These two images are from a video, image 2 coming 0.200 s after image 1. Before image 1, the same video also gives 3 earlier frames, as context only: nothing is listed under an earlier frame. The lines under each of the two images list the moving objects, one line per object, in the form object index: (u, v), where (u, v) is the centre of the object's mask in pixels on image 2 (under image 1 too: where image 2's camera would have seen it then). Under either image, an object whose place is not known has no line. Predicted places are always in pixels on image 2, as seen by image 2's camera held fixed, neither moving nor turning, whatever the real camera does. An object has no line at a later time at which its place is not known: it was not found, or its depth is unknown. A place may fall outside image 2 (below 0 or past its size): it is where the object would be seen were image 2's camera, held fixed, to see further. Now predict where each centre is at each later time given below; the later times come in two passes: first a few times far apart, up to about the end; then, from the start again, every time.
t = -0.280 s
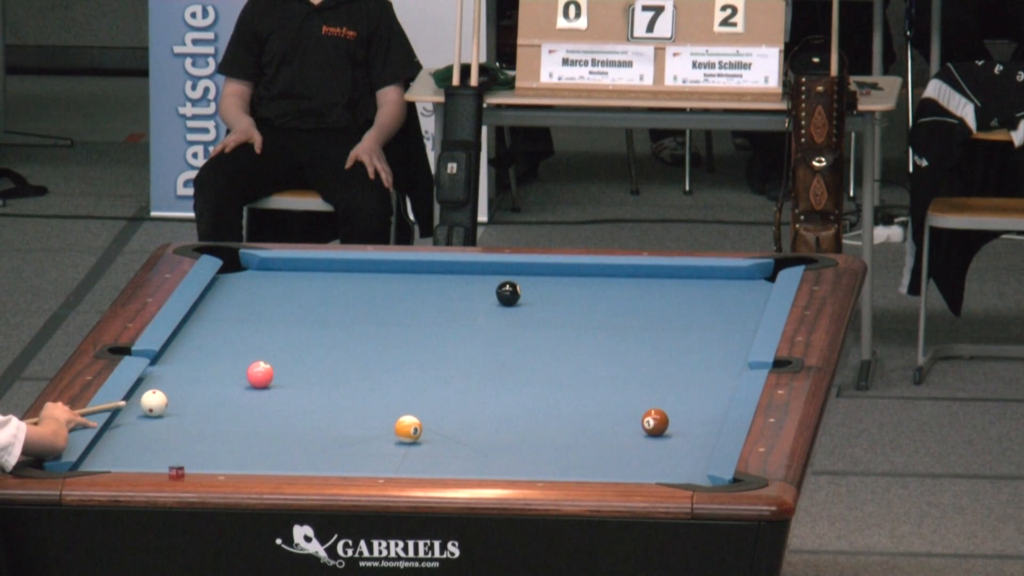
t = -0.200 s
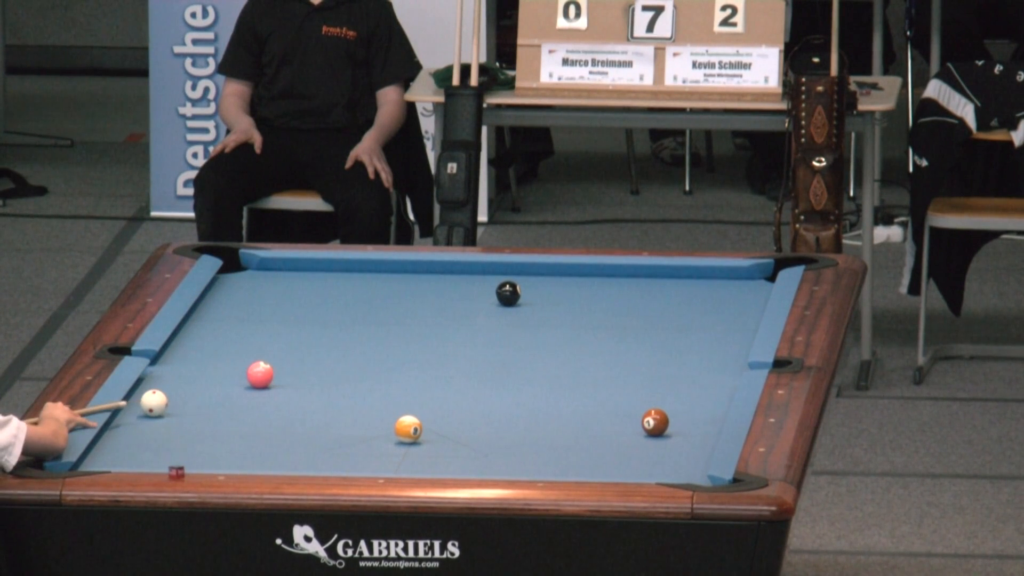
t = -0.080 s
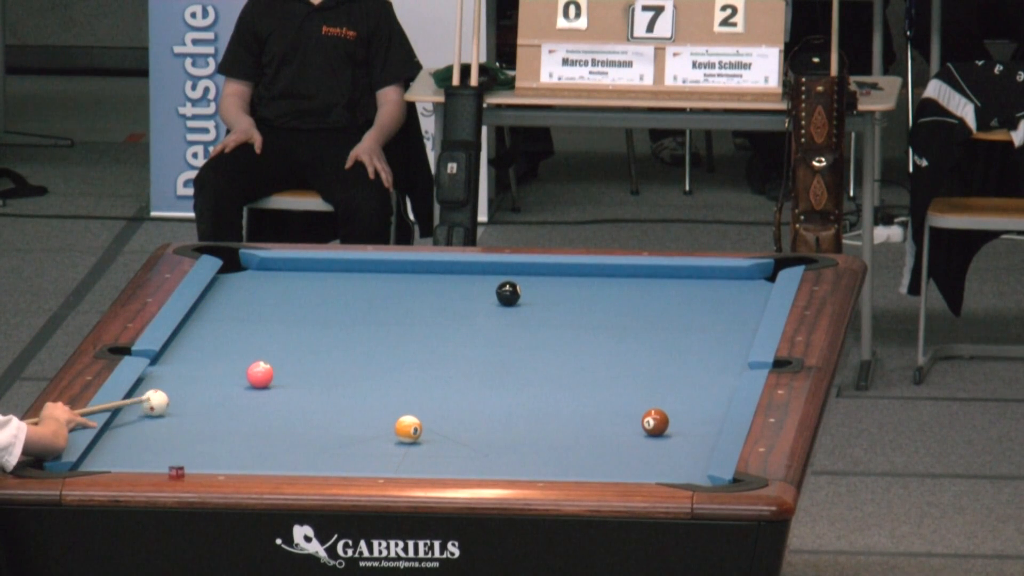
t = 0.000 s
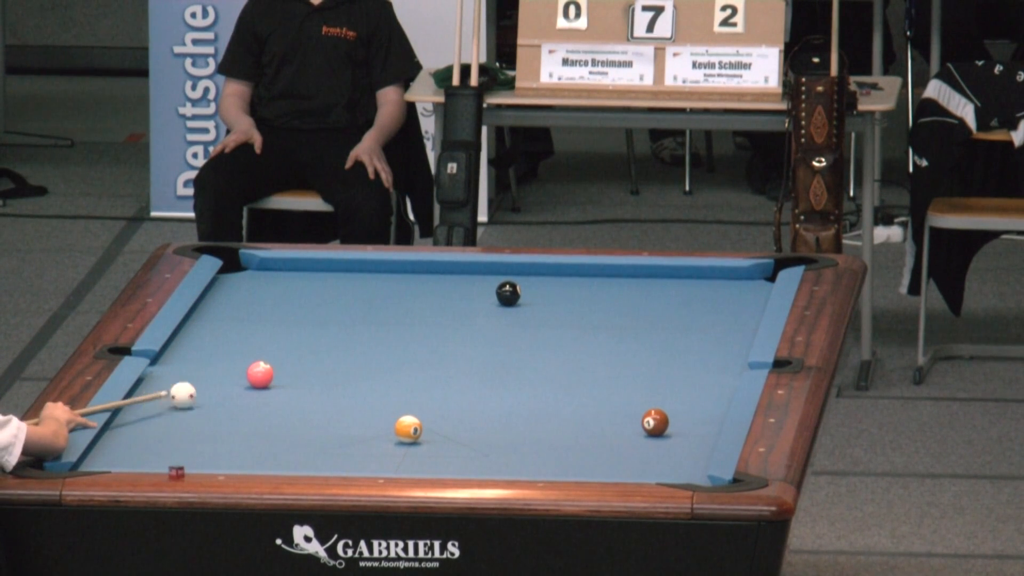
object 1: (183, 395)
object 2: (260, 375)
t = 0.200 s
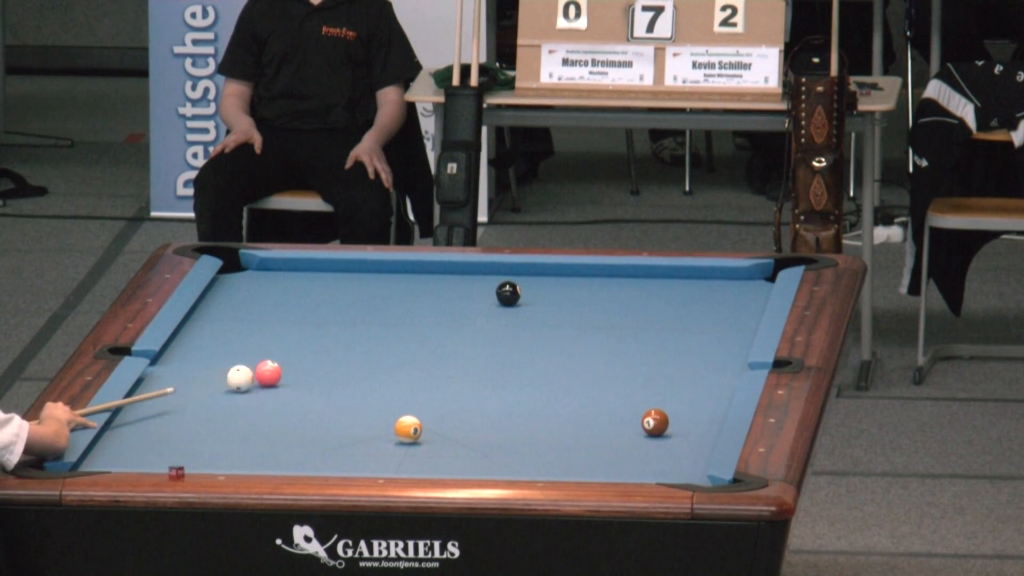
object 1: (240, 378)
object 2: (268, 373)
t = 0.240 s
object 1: (238, 377)
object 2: (282, 370)
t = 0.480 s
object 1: (242, 371)
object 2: (345, 357)
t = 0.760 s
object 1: (247, 364)
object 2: (410, 344)
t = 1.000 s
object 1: (251, 358)
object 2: (463, 333)
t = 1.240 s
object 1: (255, 352)
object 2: (513, 323)
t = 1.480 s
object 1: (258, 347)
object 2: (560, 313)
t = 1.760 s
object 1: (262, 342)
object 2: (613, 302)
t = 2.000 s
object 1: (265, 338)
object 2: (657, 294)
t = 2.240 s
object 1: (267, 335)
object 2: (698, 285)
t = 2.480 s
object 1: (269, 332)
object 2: (737, 278)
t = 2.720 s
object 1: (270, 329)
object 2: (772, 269)
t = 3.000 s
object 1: (271, 327)
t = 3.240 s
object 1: (271, 325)
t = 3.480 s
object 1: (271, 324)
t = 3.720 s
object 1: (272, 323)
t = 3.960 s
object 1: (271, 323)
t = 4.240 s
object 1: (271, 323)
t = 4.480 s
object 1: (271, 323)
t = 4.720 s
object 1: (271, 323)
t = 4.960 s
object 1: (271, 323)
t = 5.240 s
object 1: (271, 323)
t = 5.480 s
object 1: (271, 323)
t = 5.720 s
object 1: (271, 323)
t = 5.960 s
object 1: (271, 323)
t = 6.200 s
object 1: (271, 323)
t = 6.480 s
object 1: (271, 323)
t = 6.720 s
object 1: (271, 323)
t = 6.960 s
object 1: (271, 324)
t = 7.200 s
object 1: (271, 323)
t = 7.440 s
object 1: (271, 323)
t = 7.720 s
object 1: (271, 323)
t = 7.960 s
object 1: (271, 323)
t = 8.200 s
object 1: (271, 323)
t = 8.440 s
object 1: (271, 324)
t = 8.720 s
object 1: (271, 323)
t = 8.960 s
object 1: (271, 324)
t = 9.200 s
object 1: (271, 323)
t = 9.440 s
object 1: (271, 323)
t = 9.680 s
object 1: (271, 324)
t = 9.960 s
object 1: (271, 323)
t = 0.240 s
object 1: (238, 377)
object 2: (282, 370)
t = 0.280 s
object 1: (238, 377)
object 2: (295, 368)
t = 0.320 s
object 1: (239, 375)
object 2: (306, 365)
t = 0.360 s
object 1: (239, 374)
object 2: (316, 363)
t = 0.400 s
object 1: (240, 373)
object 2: (326, 361)
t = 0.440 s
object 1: (241, 372)
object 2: (336, 359)
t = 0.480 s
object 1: (242, 371)
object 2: (345, 357)
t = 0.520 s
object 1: (243, 370)
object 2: (355, 356)
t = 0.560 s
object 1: (244, 369)
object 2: (364, 354)
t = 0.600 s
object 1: (245, 368)
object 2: (374, 352)
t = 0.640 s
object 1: (246, 367)
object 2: (383, 350)
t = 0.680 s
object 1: (246, 366)
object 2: (392, 348)
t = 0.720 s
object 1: (247, 365)
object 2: (401, 346)
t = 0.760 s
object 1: (247, 364)
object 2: (410, 344)
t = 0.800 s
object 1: (248, 362)
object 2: (419, 342)
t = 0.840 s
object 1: (249, 362)
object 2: (428, 341)
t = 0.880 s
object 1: (249, 361)
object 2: (436, 339)
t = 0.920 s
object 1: (250, 359)
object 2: (445, 337)
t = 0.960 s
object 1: (250, 359)
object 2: (454, 335)
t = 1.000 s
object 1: (251, 358)
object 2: (463, 333)
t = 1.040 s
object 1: (252, 357)
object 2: (471, 331)
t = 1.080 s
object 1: (252, 356)
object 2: (479, 330)
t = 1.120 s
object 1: (253, 355)
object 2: (487, 328)
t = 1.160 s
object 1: (254, 354)
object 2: (496, 327)
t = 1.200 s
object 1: (254, 353)
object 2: (504, 325)
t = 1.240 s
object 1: (255, 352)
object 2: (513, 323)
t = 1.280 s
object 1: (255, 352)
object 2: (521, 321)
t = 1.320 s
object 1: (256, 351)
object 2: (528, 320)
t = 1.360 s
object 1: (256, 349)
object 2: (537, 318)
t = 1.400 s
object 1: (257, 349)
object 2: (545, 317)
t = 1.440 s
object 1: (257, 347)
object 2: (552, 315)
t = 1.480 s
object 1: (258, 347)
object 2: (560, 313)
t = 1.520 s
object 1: (258, 347)
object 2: (568, 312)
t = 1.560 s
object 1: (259, 346)
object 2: (576, 310)
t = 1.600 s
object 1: (260, 345)
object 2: (583, 309)
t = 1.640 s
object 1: (260, 344)
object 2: (591, 307)
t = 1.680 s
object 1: (260, 343)
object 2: (598, 305)
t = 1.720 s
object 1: (261, 343)
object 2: (606, 304)
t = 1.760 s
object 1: (262, 342)
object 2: (613, 302)
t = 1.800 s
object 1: (262, 341)
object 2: (621, 301)
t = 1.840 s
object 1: (263, 341)
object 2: (628, 300)
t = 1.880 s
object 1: (263, 340)
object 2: (636, 298)
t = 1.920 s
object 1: (264, 340)
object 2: (643, 297)
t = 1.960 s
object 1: (264, 339)
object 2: (649, 295)
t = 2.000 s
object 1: (265, 338)
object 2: (657, 294)
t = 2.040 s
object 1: (265, 337)
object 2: (663, 293)
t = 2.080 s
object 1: (266, 337)
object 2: (671, 291)
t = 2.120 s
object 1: (266, 336)
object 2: (677, 290)
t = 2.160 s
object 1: (266, 336)
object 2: (684, 288)
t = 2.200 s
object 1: (267, 335)
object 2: (691, 287)
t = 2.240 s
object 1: (267, 335)
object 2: (698, 285)
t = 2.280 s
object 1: (267, 334)
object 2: (704, 284)
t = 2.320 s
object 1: (267, 333)
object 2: (711, 283)
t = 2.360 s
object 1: (268, 333)
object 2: (717, 282)
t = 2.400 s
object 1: (268, 333)
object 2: (724, 280)
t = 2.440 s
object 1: (268, 332)
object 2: (730, 279)
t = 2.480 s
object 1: (269, 332)
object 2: (737, 278)
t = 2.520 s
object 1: (269, 331)
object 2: (743, 276)
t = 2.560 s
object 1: (269, 331)
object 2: (749, 275)
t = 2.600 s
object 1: (269, 331)
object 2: (756, 273)
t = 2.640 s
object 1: (270, 330)
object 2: (762, 272)
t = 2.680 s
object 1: (270, 330)
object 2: (767, 271)
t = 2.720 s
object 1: (270, 329)
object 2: (772, 269)
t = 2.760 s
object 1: (270, 329)
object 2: (776, 272)
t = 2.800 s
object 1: (270, 329)
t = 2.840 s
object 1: (270, 328)
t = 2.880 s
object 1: (271, 328)
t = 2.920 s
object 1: (271, 327)
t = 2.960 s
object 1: (271, 327)
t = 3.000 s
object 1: (271, 327)
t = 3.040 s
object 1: (271, 326)
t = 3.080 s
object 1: (271, 326)
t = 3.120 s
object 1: (271, 326)
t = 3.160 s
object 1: (271, 326)
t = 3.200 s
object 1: (271, 326)
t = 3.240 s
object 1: (271, 325)
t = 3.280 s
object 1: (271, 325)
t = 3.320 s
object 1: (271, 325)
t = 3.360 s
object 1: (271, 325)
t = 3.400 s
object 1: (271, 324)
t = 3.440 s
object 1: (271, 324)
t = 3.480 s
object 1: (271, 324)
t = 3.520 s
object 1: (272, 324)
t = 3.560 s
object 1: (272, 324)
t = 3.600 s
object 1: (272, 324)
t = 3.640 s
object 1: (272, 324)
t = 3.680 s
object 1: (272, 323)
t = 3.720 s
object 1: (272, 323)
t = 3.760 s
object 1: (272, 323)
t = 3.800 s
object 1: (272, 323)
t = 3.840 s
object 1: (272, 323)
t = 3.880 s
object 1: (271, 323)
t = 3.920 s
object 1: (272, 323)
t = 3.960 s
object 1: (271, 323)
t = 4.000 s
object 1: (272, 323)
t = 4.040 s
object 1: (271, 323)
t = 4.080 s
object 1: (271, 323)
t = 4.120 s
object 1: (271, 323)
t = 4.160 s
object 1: (271, 323)
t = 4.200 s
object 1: (271, 323)
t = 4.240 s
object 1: (271, 323)
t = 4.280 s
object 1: (271, 323)
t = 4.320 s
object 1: (271, 323)
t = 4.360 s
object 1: (271, 323)
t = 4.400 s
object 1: (271, 323)
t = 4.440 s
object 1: (271, 323)
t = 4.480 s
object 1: (271, 323)
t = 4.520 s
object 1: (271, 323)
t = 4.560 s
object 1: (271, 323)
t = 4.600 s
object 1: (271, 323)
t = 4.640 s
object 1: (271, 323)
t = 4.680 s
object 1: (271, 323)
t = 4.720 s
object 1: (271, 323)
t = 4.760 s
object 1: (271, 323)
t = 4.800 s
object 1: (271, 323)
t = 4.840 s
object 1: (271, 323)
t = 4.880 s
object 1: (271, 323)
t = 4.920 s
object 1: (271, 323)
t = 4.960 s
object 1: (271, 323)
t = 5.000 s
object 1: (271, 323)
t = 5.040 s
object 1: (271, 323)
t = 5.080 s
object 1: (271, 323)
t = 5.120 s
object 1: (271, 323)
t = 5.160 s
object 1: (271, 323)
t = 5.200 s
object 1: (271, 323)
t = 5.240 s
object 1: (271, 323)
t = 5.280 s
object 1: (271, 323)
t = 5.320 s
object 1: (271, 323)
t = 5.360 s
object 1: (271, 323)
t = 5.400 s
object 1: (271, 323)
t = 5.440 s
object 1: (271, 323)
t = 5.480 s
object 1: (271, 323)
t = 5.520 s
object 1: (271, 323)
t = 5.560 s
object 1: (271, 323)
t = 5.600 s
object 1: (271, 323)
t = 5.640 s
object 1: (271, 323)
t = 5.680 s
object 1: (271, 323)
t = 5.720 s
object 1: (271, 323)
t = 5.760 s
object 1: (271, 323)
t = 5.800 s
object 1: (271, 323)
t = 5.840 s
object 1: (271, 323)
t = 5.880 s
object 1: (271, 323)
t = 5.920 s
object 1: (271, 323)
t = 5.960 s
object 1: (271, 323)
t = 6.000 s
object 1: (271, 323)
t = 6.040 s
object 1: (271, 323)
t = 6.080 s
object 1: (271, 323)
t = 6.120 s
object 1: (271, 324)
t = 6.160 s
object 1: (271, 324)
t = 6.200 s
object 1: (271, 323)
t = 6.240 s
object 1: (271, 323)
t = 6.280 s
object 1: (271, 323)
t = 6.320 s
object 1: (271, 323)
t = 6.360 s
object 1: (271, 323)
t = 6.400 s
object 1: (271, 324)
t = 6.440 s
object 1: (271, 323)
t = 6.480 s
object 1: (271, 323)
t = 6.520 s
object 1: (271, 323)
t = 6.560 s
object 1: (271, 324)
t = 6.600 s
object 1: (271, 323)
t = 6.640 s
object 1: (271, 323)
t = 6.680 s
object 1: (271, 323)
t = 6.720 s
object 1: (271, 323)
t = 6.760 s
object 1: (271, 323)
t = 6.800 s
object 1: (271, 324)
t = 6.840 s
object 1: (271, 323)
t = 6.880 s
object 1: (271, 324)
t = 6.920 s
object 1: (271, 323)
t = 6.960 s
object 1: (271, 324)
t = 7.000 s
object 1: (271, 324)
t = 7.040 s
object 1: (271, 323)
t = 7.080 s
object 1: (271, 323)
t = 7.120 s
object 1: (271, 323)
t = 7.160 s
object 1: (271, 323)
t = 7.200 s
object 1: (271, 323)
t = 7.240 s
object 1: (271, 323)
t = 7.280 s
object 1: (271, 323)
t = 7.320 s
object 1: (271, 323)
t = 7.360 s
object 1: (271, 323)
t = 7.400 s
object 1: (271, 323)
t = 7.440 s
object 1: (271, 323)
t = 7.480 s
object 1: (271, 323)
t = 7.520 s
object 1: (271, 323)
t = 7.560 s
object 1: (271, 323)
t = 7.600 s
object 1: (271, 323)
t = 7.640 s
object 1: (271, 323)
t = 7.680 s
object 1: (271, 323)
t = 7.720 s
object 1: (271, 323)
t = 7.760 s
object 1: (271, 323)
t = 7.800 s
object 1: (271, 323)
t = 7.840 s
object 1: (271, 323)
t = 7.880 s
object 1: (271, 323)
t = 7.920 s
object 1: (271, 323)
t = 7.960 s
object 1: (271, 323)
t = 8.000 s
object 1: (271, 323)
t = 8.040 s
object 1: (271, 323)
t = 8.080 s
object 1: (271, 323)
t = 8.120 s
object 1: (271, 323)
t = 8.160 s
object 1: (271, 323)
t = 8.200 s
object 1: (271, 323)
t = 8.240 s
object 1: (271, 323)
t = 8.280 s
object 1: (271, 323)
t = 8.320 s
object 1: (271, 323)
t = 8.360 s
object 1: (271, 323)
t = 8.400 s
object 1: (271, 324)
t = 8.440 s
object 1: (271, 324)
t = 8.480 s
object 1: (271, 323)
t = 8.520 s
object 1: (271, 323)
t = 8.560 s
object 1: (271, 323)
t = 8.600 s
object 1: (271, 323)
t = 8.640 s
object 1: (271, 323)
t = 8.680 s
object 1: (271, 323)
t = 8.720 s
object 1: (271, 323)
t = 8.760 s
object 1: (271, 323)
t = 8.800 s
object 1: (271, 323)
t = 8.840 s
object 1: (271, 323)
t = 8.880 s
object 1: (271, 323)
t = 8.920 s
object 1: (271, 323)
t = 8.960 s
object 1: (271, 324)
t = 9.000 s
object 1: (271, 324)
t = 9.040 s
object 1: (271, 323)
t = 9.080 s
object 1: (271, 324)
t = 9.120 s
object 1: (271, 324)
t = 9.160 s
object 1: (271, 323)
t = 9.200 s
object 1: (271, 323)
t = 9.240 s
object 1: (271, 323)
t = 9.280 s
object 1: (271, 323)
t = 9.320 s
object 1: (271, 323)
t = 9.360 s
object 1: (271, 323)
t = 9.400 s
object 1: (271, 323)
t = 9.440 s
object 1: (271, 323)
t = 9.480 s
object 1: (271, 323)
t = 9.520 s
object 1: (271, 323)
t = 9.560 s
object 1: (271, 323)
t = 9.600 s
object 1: (271, 323)
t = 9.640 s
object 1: (271, 323)
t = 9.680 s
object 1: (271, 324)
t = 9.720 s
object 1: (271, 323)
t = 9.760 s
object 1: (271, 323)
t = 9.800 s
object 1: (271, 323)
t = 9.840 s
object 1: (271, 323)
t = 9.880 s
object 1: (271, 323)
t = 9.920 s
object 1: (271, 323)
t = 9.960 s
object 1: (271, 323)
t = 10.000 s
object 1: (271, 324)
